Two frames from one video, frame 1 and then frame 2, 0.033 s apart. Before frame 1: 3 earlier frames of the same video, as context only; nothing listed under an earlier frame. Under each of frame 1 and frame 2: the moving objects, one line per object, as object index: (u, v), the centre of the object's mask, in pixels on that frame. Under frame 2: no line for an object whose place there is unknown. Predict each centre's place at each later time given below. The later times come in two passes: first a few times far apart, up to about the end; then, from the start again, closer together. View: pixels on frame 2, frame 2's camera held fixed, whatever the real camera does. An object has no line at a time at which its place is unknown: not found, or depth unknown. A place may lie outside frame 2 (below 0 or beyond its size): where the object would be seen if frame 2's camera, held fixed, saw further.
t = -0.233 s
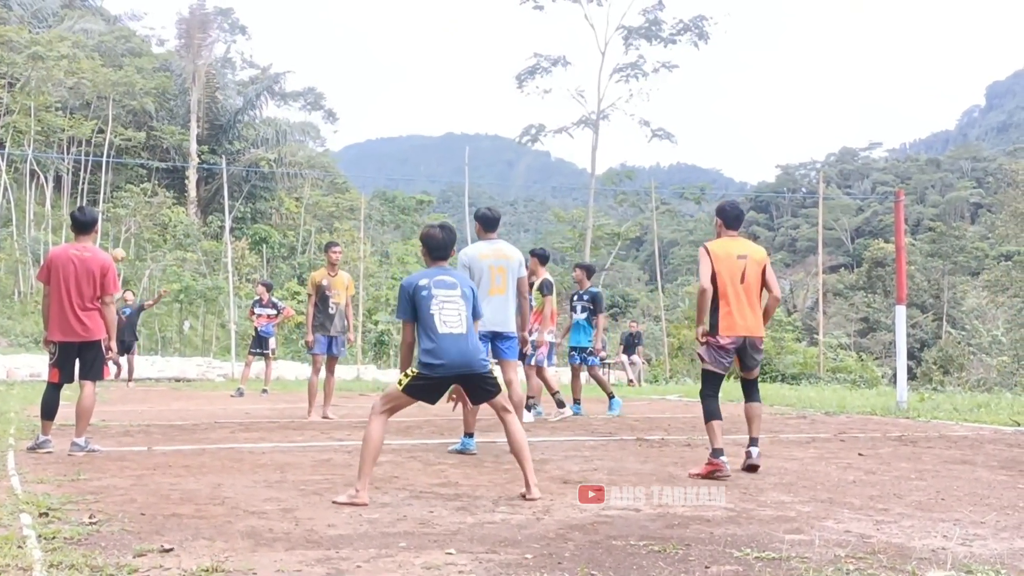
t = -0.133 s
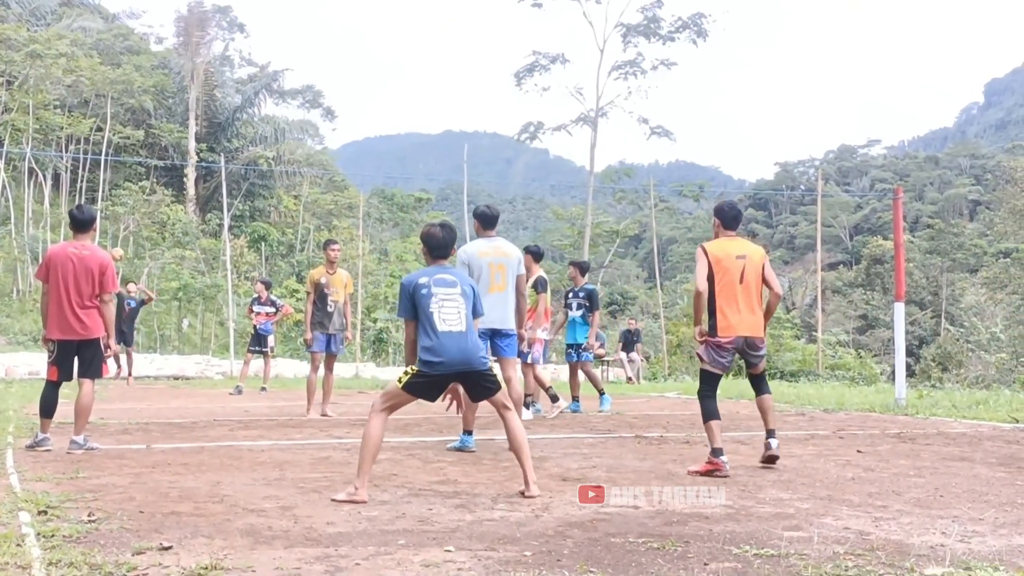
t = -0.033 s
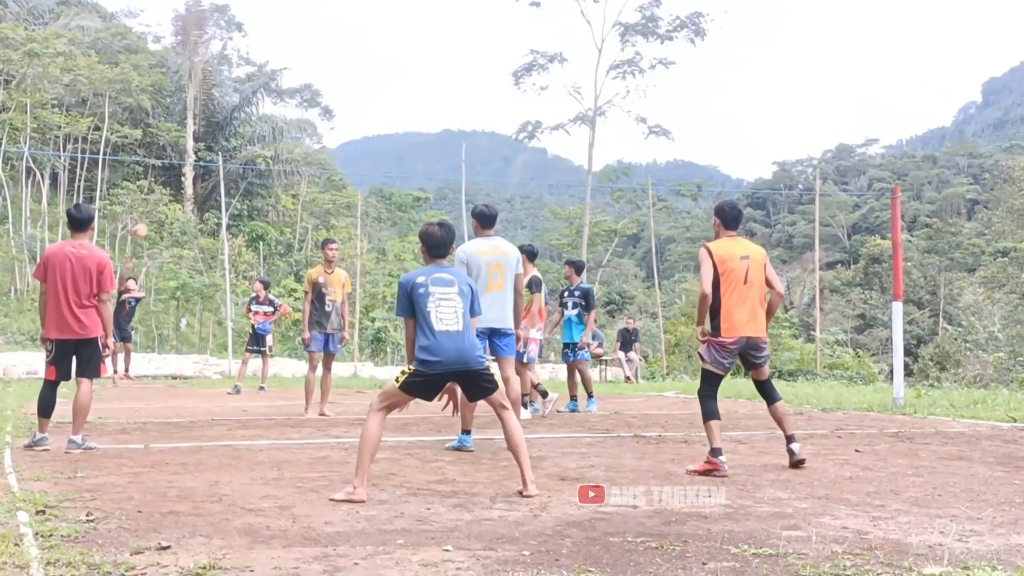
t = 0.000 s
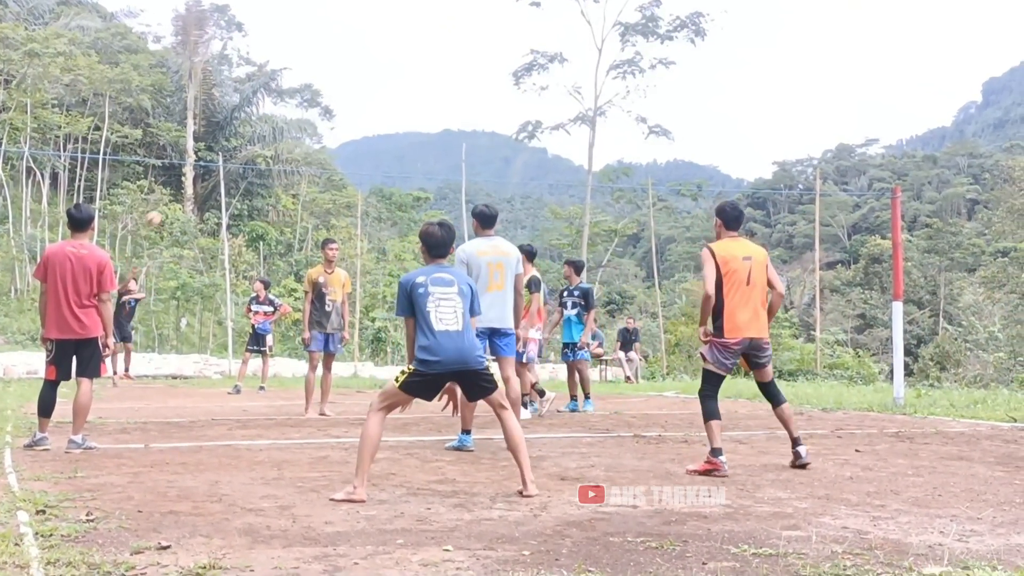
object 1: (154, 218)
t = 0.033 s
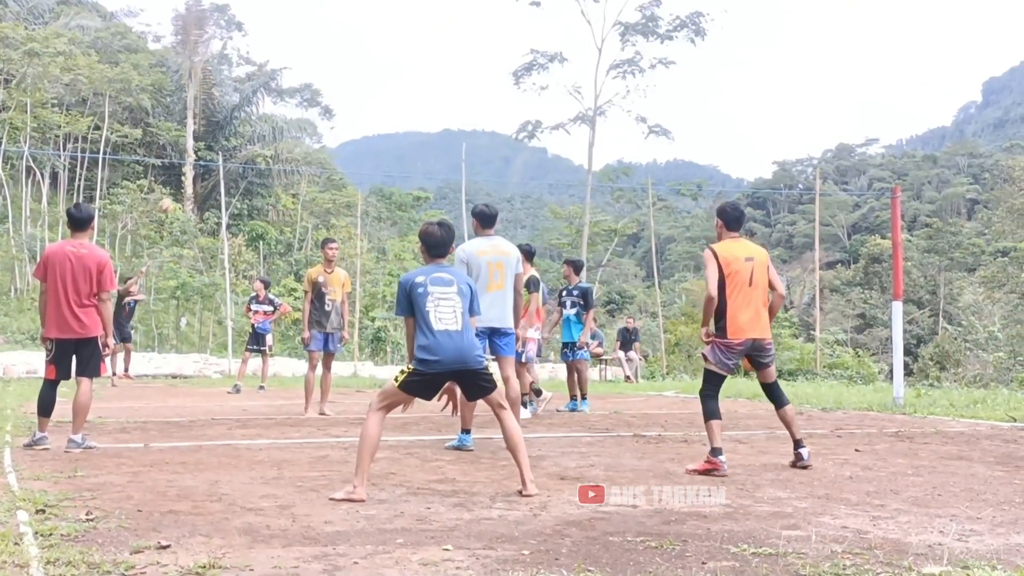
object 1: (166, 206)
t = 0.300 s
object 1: (285, 130)
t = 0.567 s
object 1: (429, 90)
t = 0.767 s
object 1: (562, 91)
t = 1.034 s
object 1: (789, 162)
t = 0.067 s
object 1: (180, 195)
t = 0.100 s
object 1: (194, 183)
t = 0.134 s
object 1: (208, 173)
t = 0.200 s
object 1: (238, 154)
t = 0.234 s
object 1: (253, 146)
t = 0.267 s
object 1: (269, 138)
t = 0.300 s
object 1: (285, 130)
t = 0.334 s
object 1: (301, 124)
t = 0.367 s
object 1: (319, 117)
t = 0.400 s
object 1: (334, 111)
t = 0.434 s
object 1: (354, 106)
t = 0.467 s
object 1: (373, 101)
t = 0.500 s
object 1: (391, 96)
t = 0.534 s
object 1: (410, 92)
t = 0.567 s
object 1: (429, 90)
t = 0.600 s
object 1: (450, 87)
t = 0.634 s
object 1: (470, 86)
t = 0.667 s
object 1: (492, 85)
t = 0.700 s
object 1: (515, 86)
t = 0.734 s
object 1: (538, 88)
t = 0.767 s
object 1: (562, 91)
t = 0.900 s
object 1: (666, 114)
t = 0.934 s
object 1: (695, 124)
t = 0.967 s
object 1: (725, 135)
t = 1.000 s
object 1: (756, 147)
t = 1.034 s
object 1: (789, 162)
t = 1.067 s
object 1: (822, 178)
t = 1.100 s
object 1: (857, 196)
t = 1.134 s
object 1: (893, 217)
